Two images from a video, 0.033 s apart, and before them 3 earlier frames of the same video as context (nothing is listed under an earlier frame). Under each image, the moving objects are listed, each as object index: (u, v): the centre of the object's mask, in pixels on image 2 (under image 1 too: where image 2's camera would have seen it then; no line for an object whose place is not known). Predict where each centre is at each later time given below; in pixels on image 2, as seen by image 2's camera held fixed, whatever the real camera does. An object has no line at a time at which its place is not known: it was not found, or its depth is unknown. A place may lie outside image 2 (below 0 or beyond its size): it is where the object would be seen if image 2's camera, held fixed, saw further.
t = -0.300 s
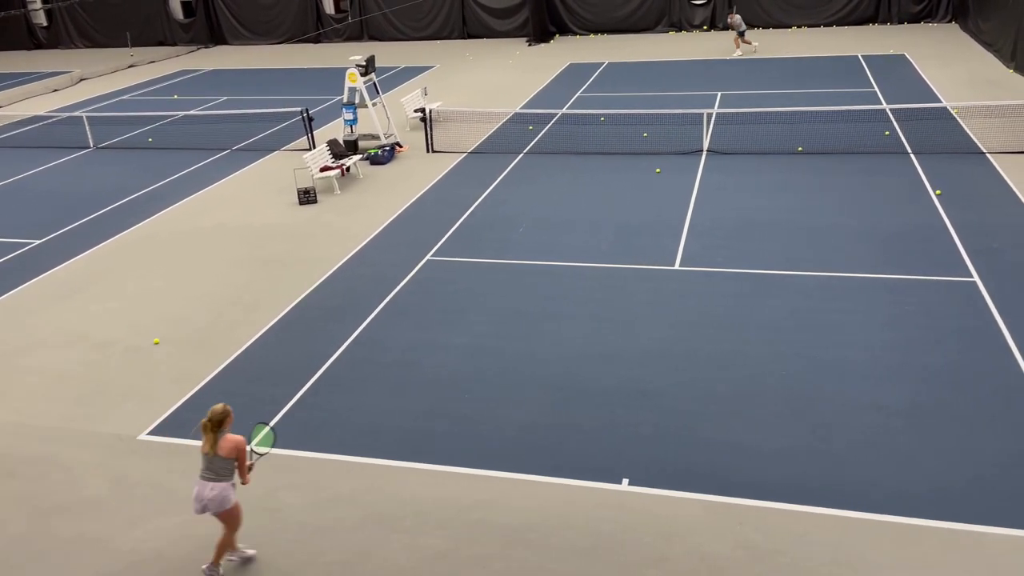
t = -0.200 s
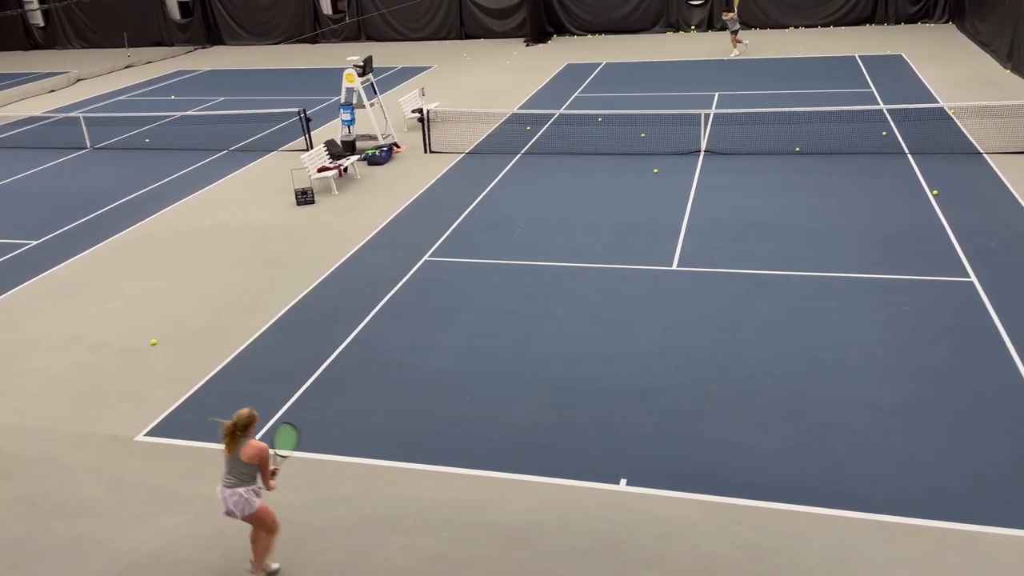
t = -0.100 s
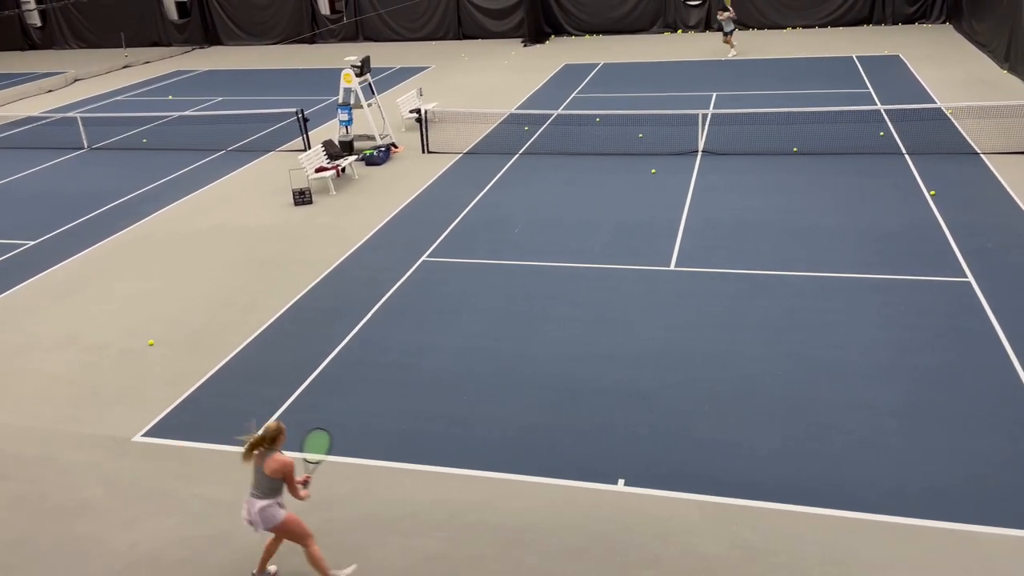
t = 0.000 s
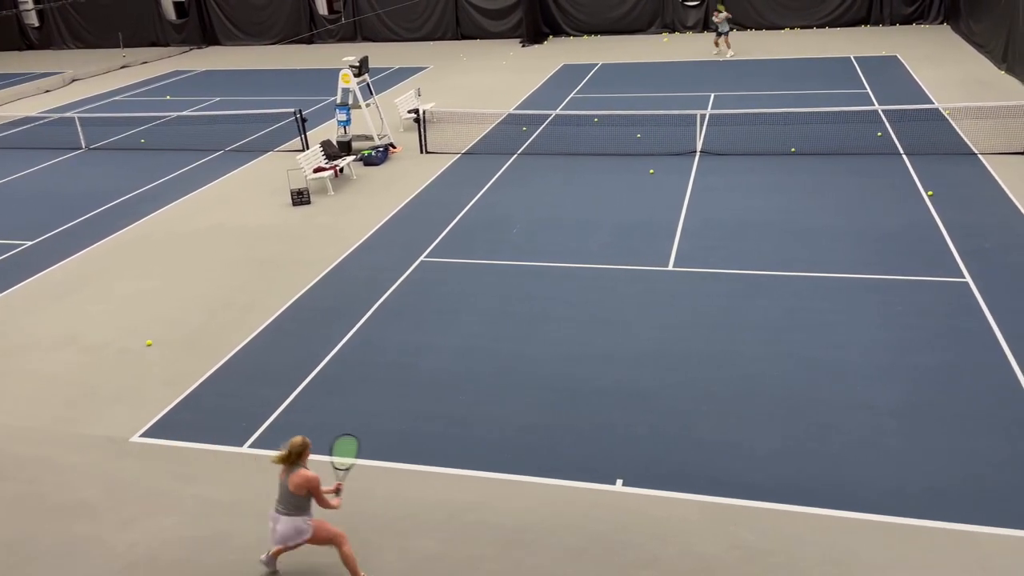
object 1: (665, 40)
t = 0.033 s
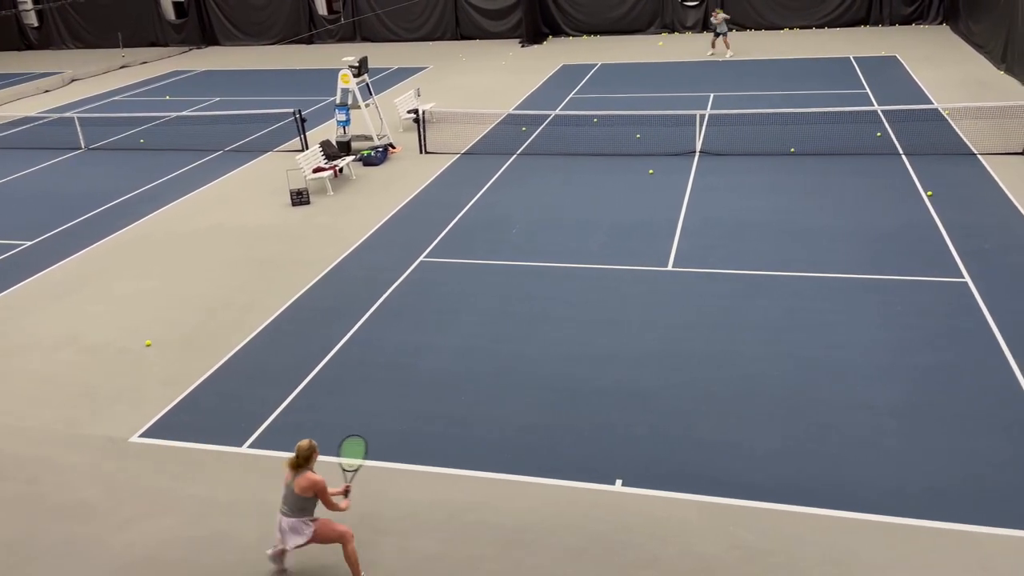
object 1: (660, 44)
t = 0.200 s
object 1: (634, 76)
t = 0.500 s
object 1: (569, 205)
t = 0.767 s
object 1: (483, 420)
